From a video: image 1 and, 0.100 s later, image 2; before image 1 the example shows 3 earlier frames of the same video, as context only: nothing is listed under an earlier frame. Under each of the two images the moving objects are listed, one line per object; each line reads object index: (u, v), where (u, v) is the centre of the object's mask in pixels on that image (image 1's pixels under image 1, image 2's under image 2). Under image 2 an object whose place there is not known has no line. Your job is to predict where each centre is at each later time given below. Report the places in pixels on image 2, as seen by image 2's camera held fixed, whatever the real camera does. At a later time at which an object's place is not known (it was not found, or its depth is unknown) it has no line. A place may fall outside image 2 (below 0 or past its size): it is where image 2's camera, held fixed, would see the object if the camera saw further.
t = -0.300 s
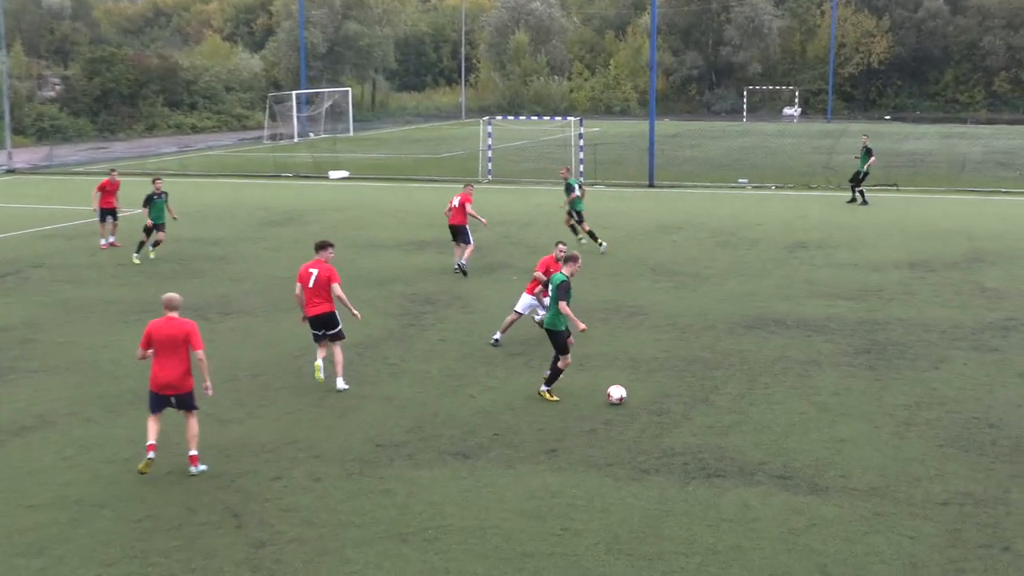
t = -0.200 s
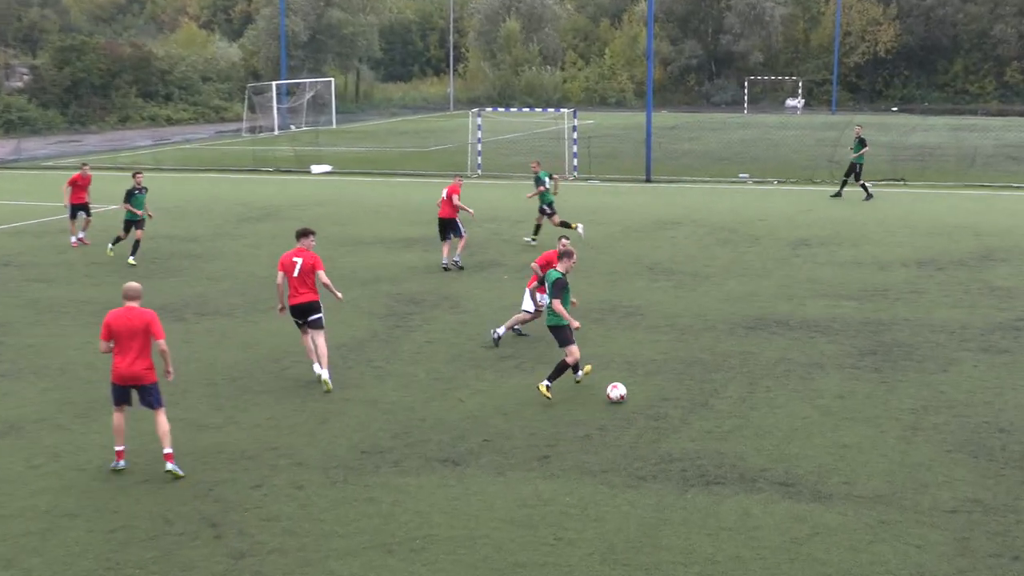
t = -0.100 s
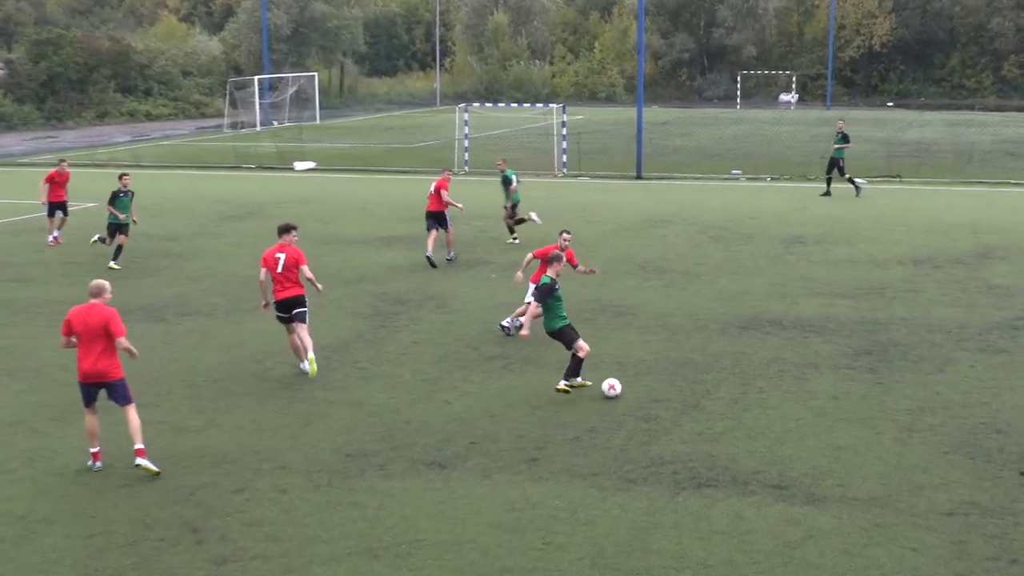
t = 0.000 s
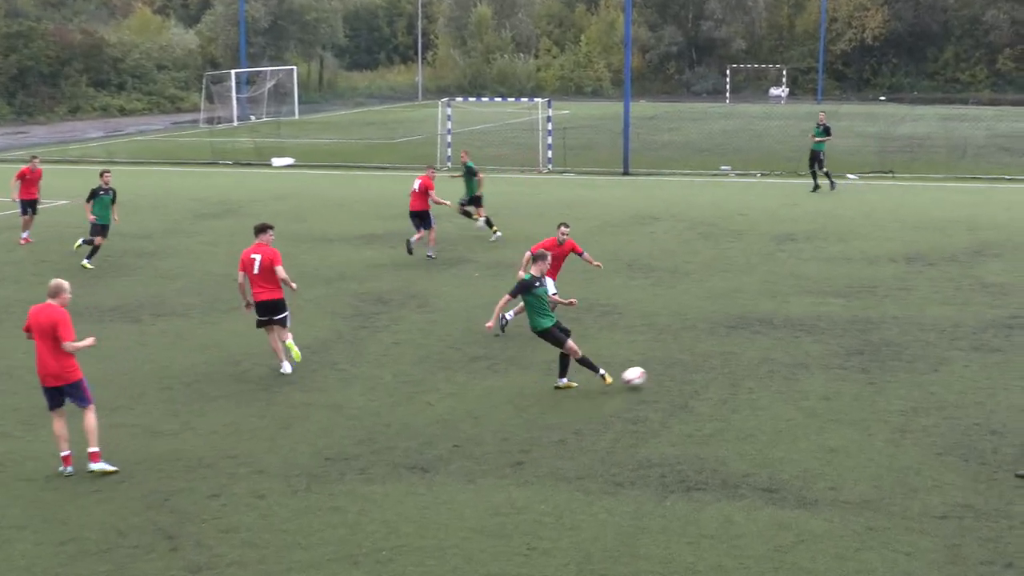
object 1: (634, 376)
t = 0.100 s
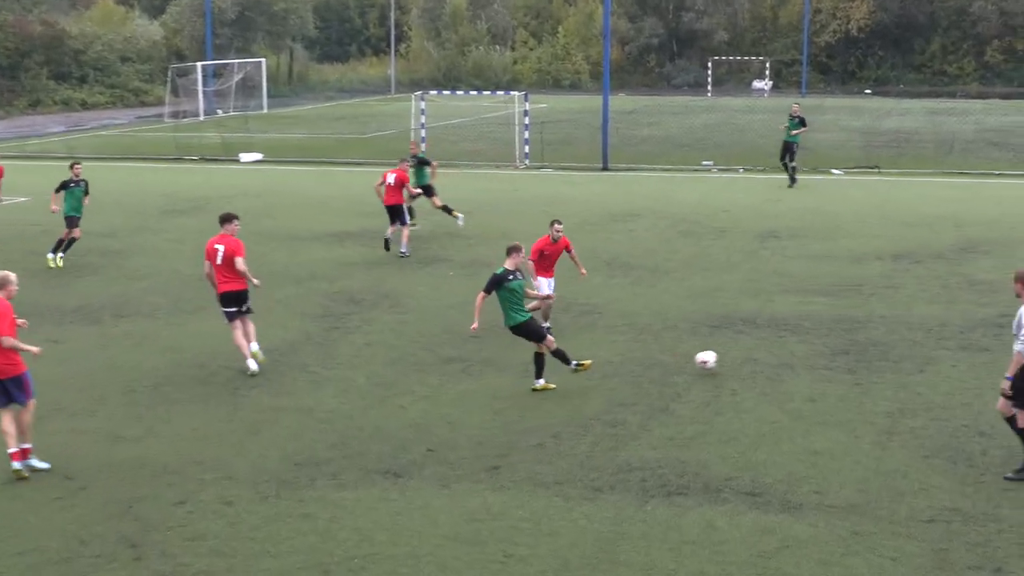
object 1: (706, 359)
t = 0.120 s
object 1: (723, 358)
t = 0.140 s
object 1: (740, 357)
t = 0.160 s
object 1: (756, 355)
